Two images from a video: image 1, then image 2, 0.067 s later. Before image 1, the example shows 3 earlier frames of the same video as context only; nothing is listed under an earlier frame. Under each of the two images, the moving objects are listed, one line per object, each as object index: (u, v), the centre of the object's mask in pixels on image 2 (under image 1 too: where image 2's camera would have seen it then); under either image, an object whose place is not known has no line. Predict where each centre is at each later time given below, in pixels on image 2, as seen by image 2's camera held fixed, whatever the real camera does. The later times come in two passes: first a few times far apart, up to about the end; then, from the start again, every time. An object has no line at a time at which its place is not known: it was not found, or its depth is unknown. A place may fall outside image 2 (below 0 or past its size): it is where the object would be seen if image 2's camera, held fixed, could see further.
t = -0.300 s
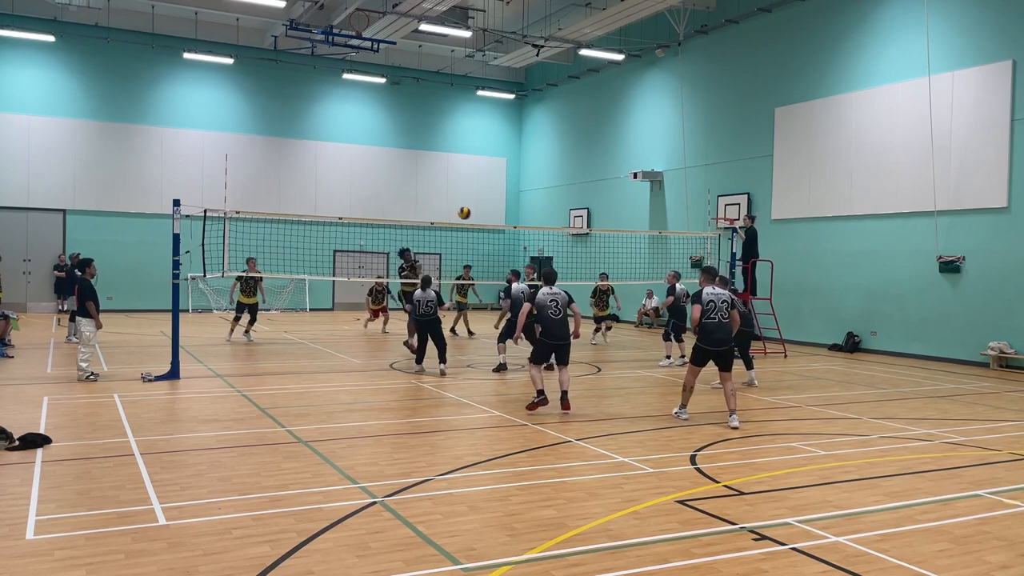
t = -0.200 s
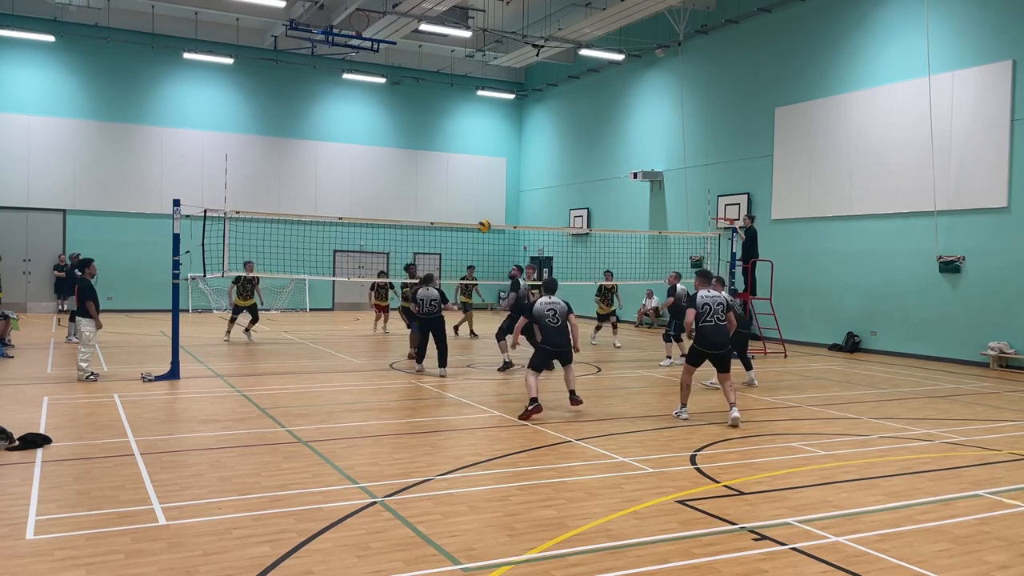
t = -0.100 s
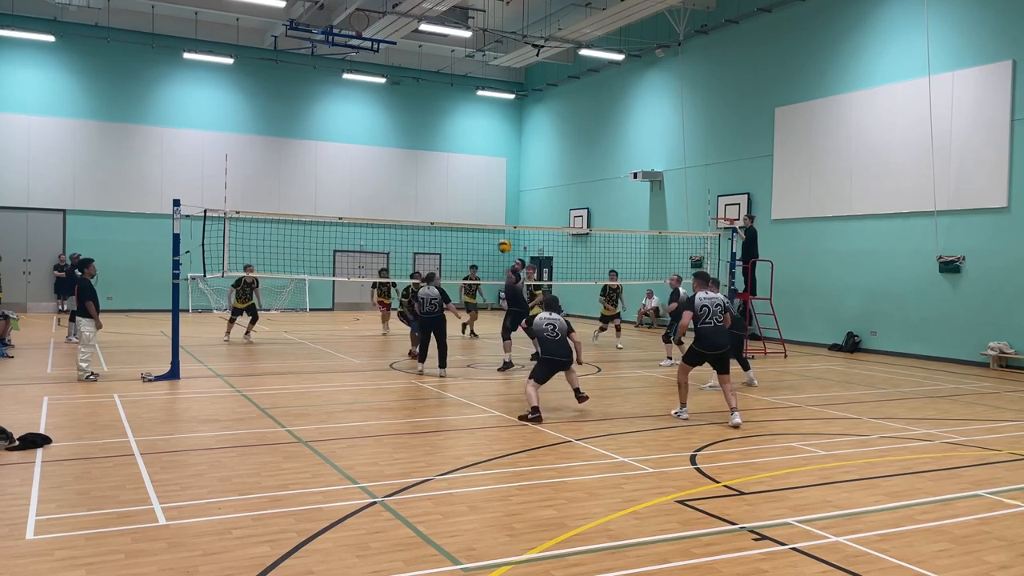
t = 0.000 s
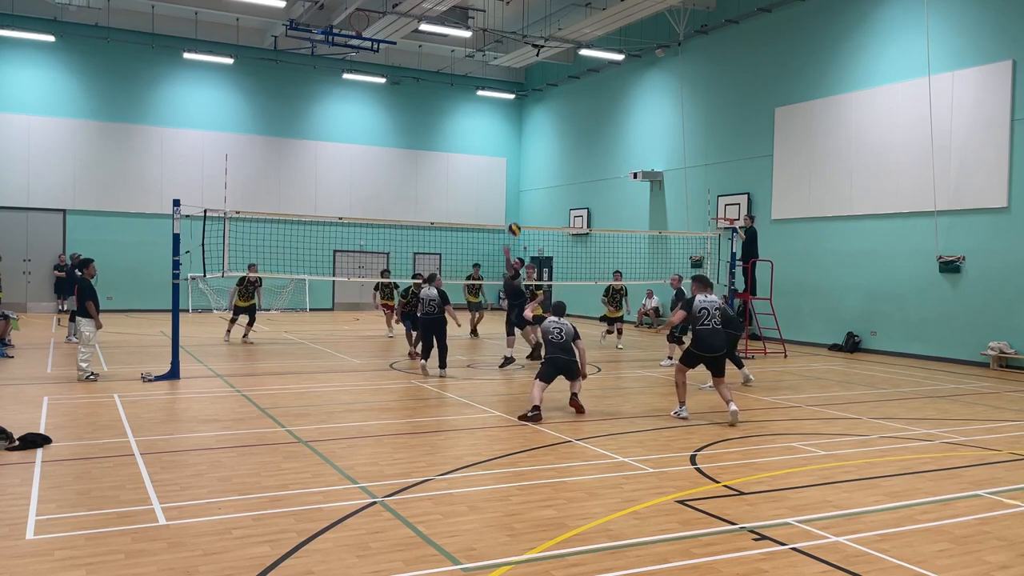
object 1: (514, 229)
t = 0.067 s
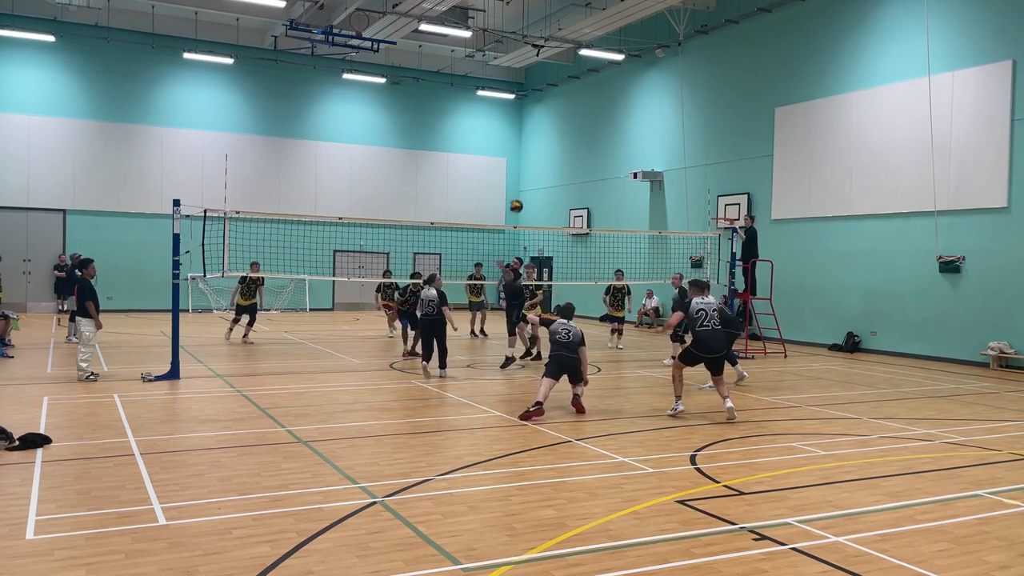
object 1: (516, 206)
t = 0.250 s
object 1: (522, 157)
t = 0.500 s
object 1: (529, 124)
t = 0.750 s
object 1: (535, 132)
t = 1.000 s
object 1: (540, 182)
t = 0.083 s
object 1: (517, 201)
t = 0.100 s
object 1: (517, 196)
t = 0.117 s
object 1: (518, 191)
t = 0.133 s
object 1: (518, 186)
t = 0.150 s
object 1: (518, 181)
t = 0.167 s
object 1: (519, 177)
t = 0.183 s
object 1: (519, 172)
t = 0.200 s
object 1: (520, 168)
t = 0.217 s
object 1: (520, 164)
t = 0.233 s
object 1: (521, 161)
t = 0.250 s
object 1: (522, 157)
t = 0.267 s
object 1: (522, 153)
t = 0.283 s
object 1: (522, 150)
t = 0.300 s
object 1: (523, 147)
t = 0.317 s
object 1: (523, 144)
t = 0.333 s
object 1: (524, 141)
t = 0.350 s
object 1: (525, 139)
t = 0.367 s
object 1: (525, 137)
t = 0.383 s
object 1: (526, 135)
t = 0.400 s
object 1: (526, 132)
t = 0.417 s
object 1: (526, 130)
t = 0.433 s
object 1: (527, 129)
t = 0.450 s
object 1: (527, 127)
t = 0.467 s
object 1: (528, 126)
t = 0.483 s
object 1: (529, 125)
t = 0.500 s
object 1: (529, 124)
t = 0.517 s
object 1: (529, 123)
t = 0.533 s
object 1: (530, 123)
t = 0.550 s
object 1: (530, 122)
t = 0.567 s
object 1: (531, 122)
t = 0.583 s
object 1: (531, 122)
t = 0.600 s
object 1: (531, 122)
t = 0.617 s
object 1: (532, 123)
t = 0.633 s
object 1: (532, 123)
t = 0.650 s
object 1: (533, 124)
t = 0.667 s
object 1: (533, 124)
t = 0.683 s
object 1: (534, 125)
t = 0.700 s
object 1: (534, 127)
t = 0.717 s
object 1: (535, 129)
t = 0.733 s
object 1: (535, 130)
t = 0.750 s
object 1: (535, 132)
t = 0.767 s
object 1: (535, 134)
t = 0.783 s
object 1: (536, 136)
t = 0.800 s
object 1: (536, 139)
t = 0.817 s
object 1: (537, 141)
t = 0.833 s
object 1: (537, 144)
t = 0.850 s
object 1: (538, 147)
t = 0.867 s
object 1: (538, 150)
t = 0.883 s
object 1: (538, 153)
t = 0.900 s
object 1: (539, 157)
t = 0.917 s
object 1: (539, 161)
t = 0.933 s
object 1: (539, 164)
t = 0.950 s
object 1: (540, 168)
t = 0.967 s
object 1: (540, 173)
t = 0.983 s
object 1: (540, 177)
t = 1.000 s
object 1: (540, 182)
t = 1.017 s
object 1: (541, 186)
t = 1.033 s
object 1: (541, 192)
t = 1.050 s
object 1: (542, 197)
